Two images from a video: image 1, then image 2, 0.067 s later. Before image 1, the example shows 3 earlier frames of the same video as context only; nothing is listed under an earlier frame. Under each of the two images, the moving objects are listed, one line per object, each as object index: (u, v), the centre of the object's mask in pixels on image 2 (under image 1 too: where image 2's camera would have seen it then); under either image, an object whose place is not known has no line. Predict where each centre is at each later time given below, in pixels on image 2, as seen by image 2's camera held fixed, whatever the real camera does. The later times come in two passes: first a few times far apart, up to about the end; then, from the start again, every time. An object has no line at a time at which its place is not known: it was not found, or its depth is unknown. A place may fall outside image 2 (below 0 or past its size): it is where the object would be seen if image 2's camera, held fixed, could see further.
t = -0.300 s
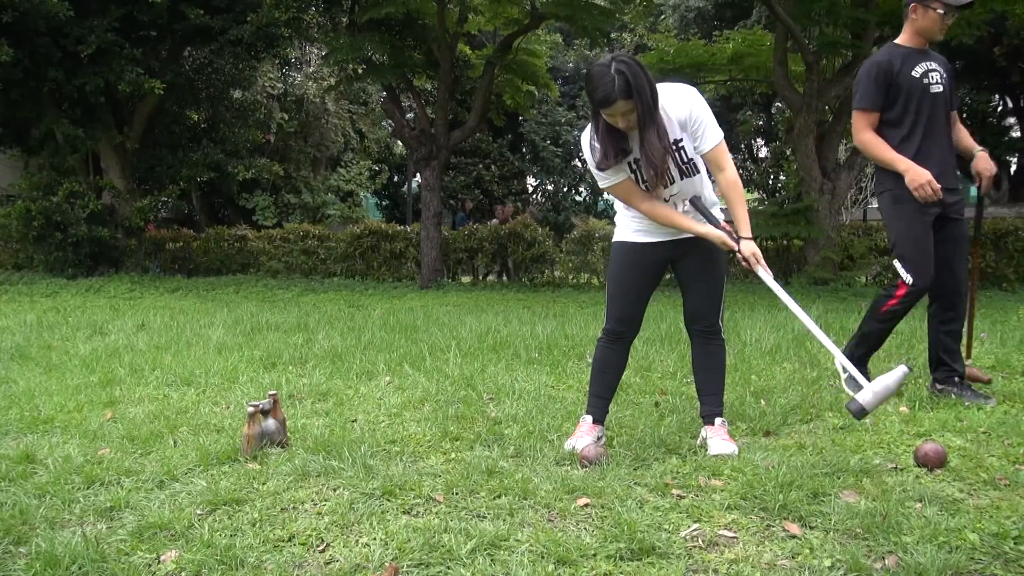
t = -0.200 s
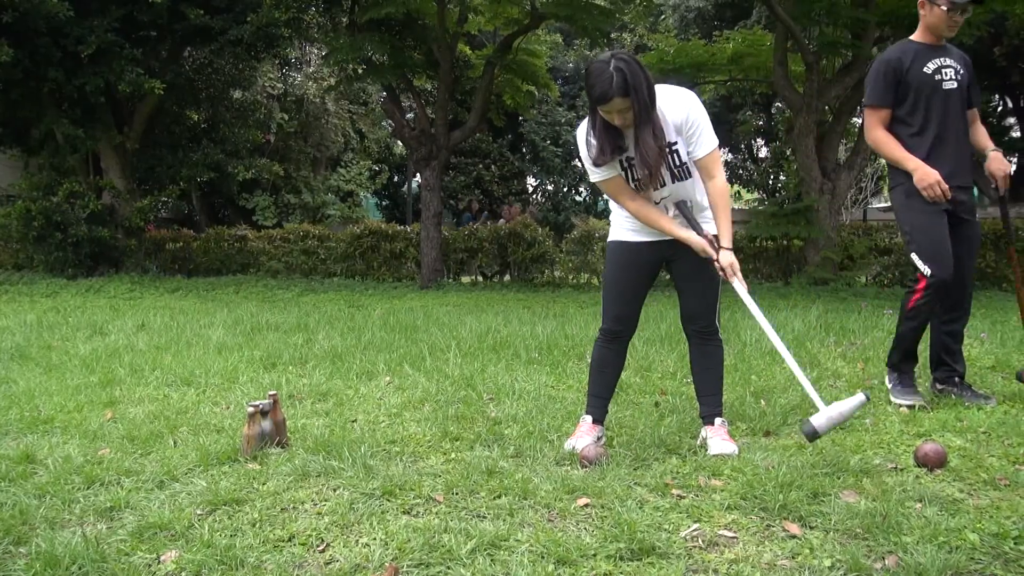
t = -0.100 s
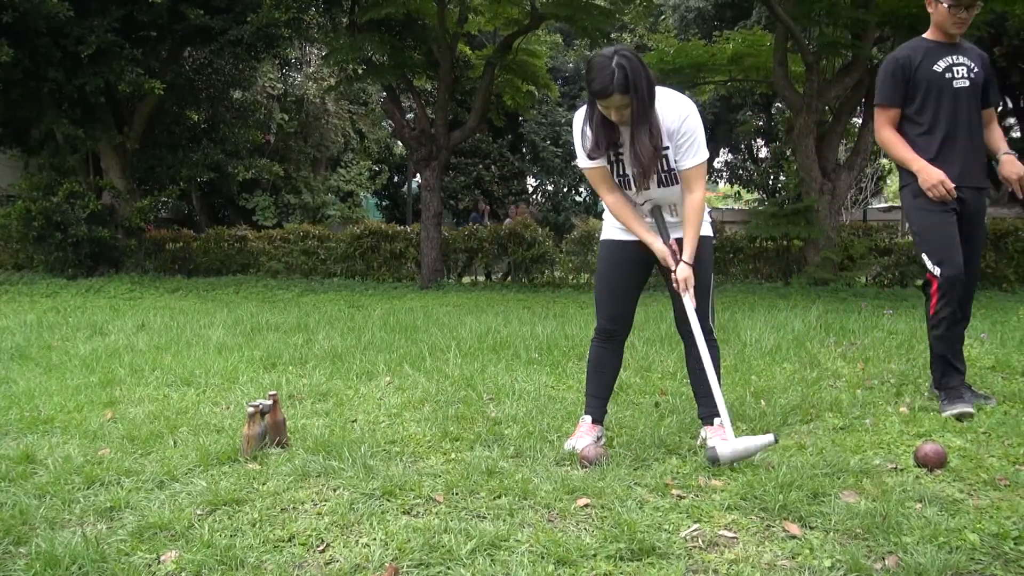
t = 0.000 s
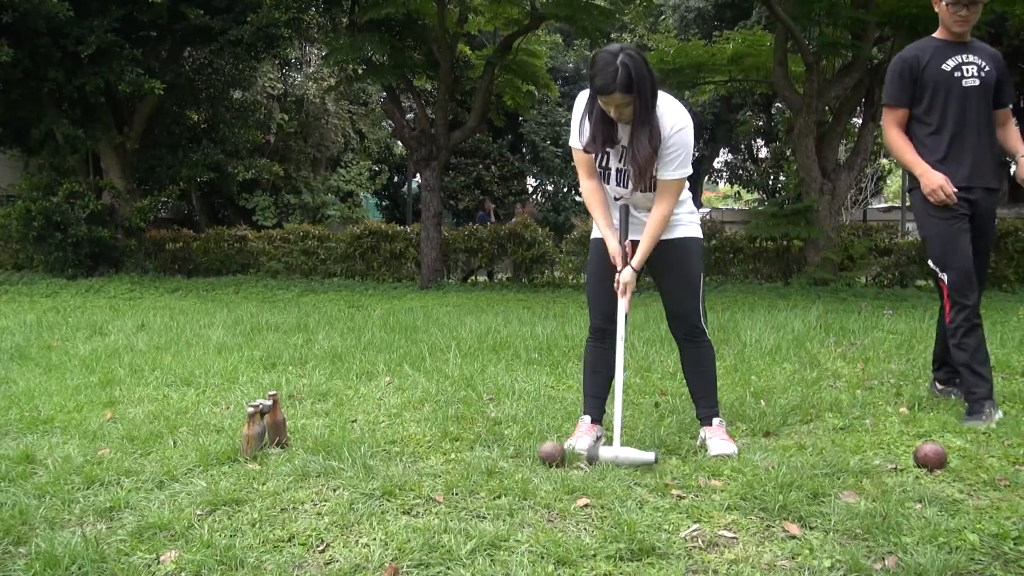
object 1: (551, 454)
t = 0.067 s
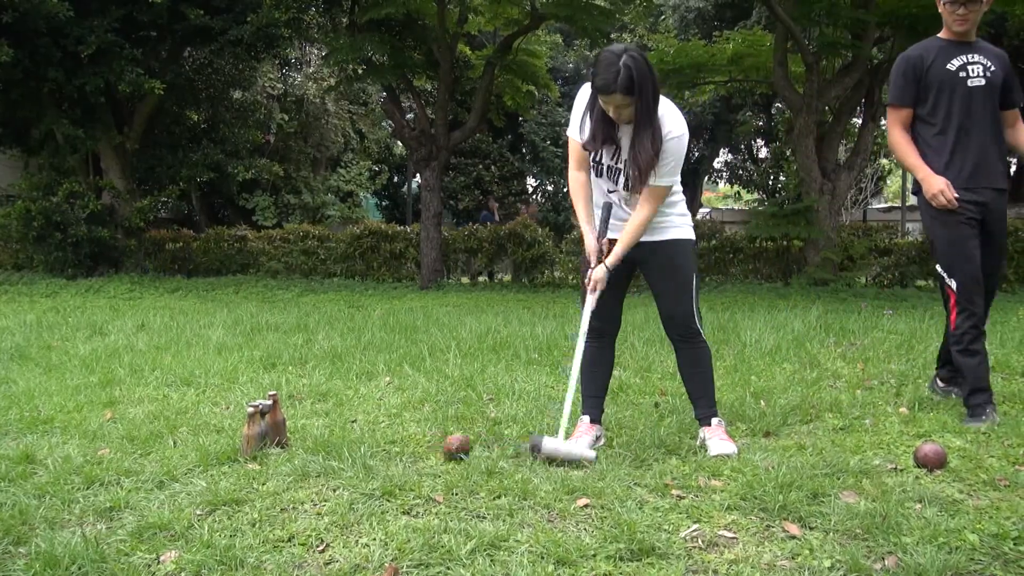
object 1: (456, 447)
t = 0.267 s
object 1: (271, 440)
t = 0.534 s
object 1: (210, 432)
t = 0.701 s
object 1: (180, 430)
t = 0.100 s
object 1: (412, 447)
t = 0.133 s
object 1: (372, 445)
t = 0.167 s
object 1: (330, 440)
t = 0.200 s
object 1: (296, 441)
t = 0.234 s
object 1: (274, 441)
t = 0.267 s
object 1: (271, 440)
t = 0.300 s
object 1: (267, 439)
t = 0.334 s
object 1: (263, 438)
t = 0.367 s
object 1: (235, 433)
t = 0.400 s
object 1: (232, 431)
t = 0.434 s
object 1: (229, 430)
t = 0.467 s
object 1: (223, 430)
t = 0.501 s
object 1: (216, 433)
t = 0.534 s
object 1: (210, 432)
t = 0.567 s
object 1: (204, 431)
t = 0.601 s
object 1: (198, 430)
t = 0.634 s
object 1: (191, 430)
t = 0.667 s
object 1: (184, 431)
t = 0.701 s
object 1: (180, 430)
